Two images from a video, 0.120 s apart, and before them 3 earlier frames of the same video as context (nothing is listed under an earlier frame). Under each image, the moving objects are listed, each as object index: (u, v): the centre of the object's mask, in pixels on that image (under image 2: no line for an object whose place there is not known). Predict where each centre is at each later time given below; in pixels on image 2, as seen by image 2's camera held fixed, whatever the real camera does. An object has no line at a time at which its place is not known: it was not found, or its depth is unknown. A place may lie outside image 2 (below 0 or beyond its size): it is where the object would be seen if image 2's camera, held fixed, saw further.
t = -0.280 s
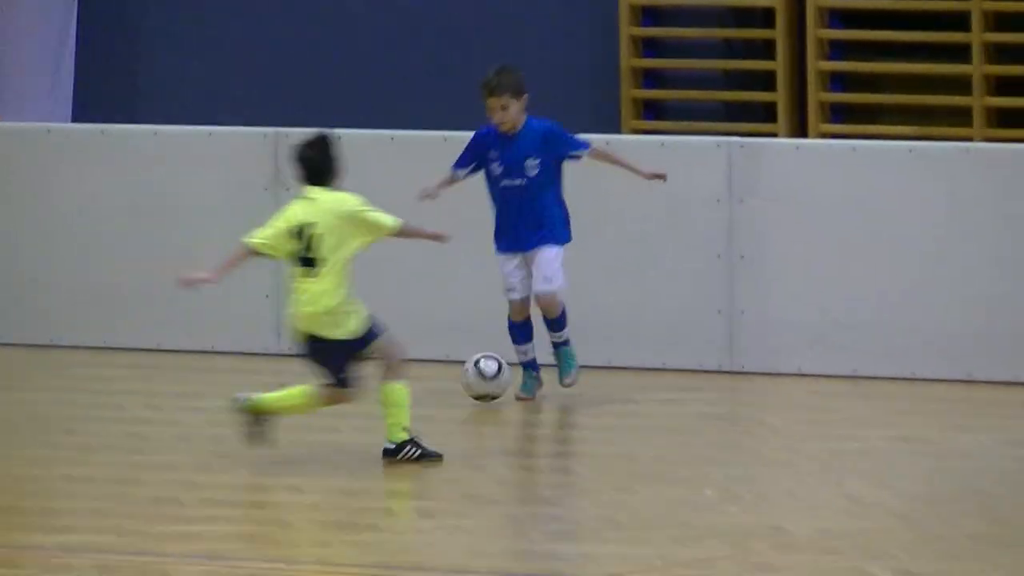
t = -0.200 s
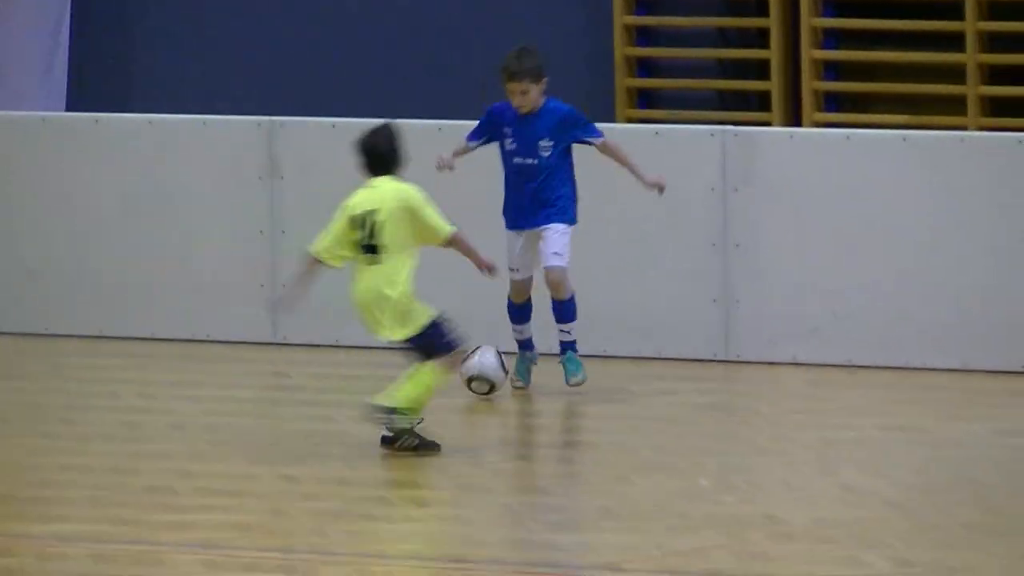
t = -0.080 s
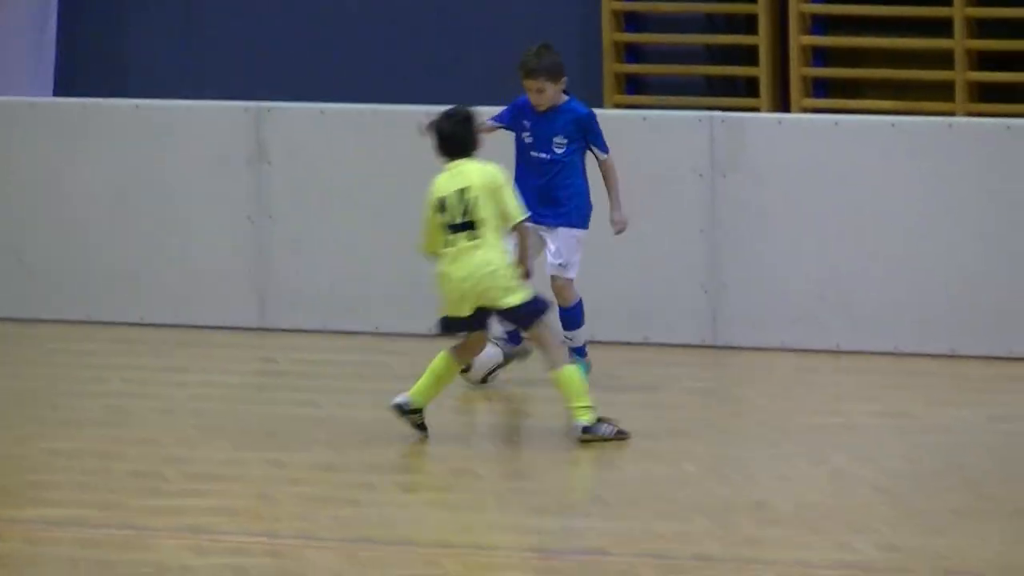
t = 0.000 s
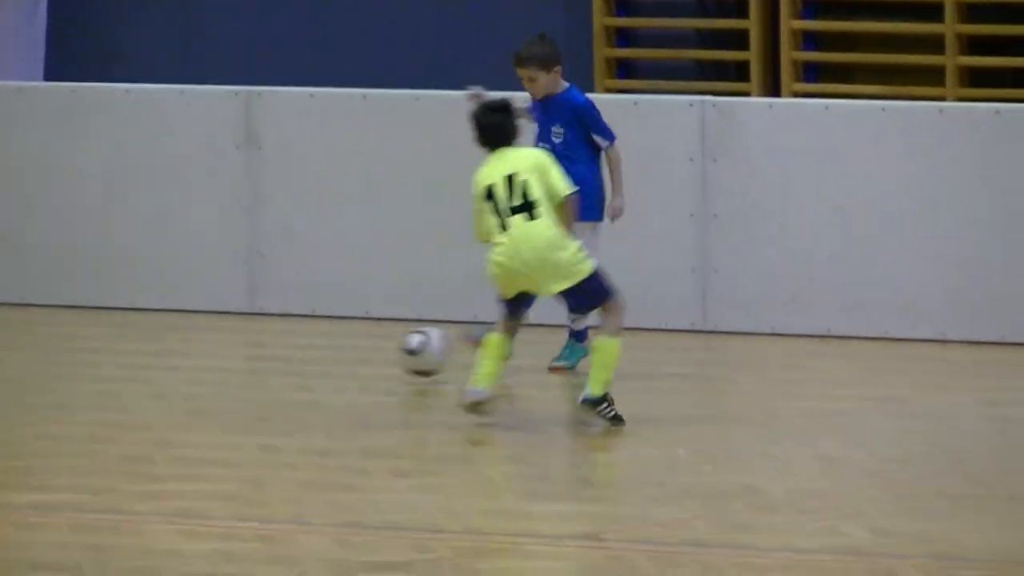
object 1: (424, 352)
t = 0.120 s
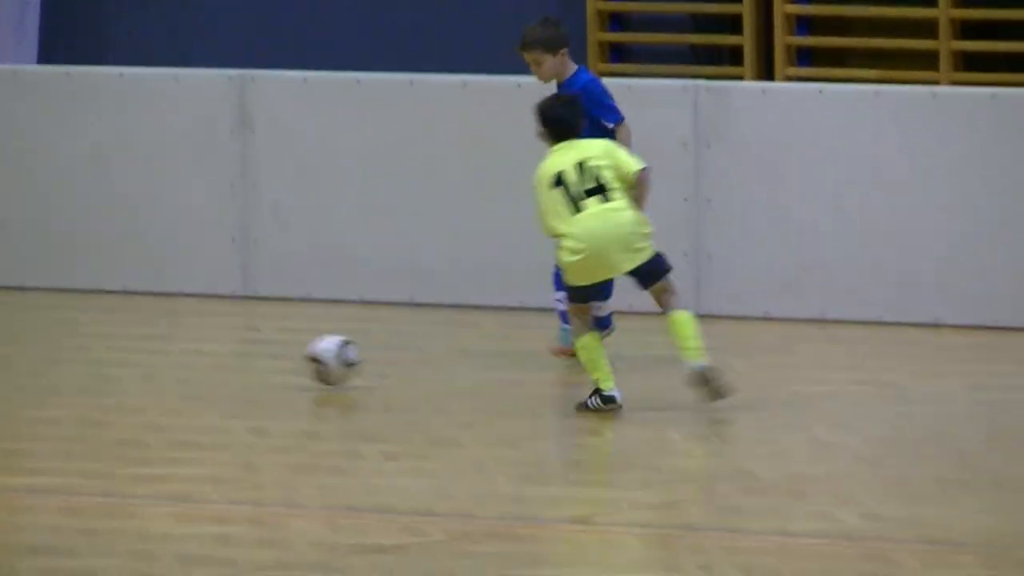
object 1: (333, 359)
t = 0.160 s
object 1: (307, 368)
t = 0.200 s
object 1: (280, 375)
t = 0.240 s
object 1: (255, 379)
